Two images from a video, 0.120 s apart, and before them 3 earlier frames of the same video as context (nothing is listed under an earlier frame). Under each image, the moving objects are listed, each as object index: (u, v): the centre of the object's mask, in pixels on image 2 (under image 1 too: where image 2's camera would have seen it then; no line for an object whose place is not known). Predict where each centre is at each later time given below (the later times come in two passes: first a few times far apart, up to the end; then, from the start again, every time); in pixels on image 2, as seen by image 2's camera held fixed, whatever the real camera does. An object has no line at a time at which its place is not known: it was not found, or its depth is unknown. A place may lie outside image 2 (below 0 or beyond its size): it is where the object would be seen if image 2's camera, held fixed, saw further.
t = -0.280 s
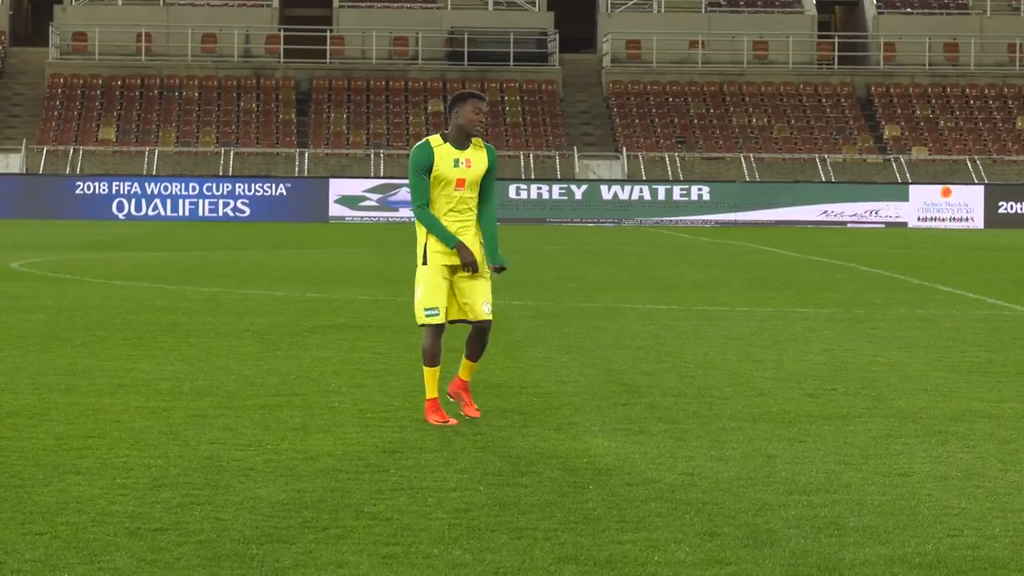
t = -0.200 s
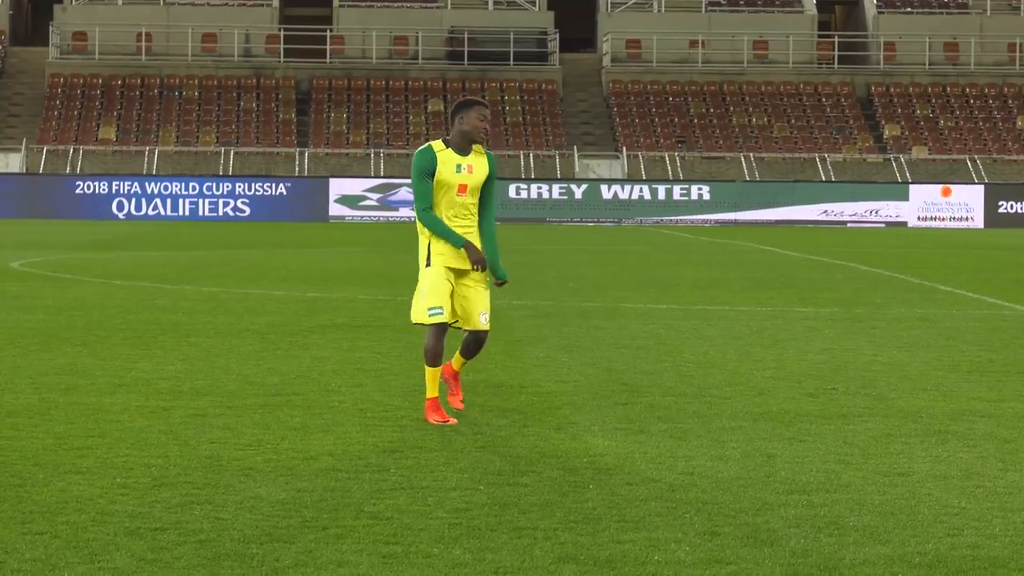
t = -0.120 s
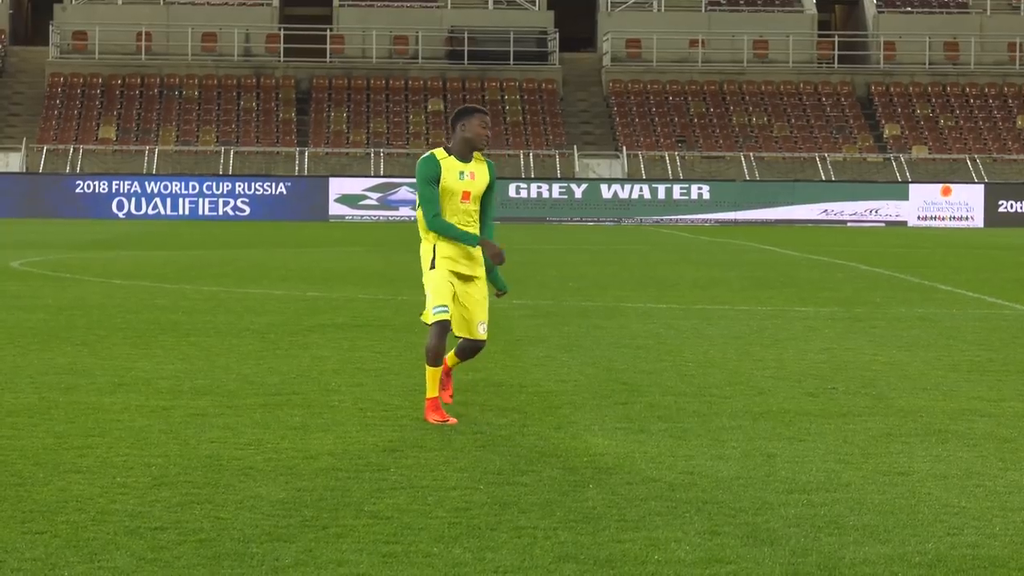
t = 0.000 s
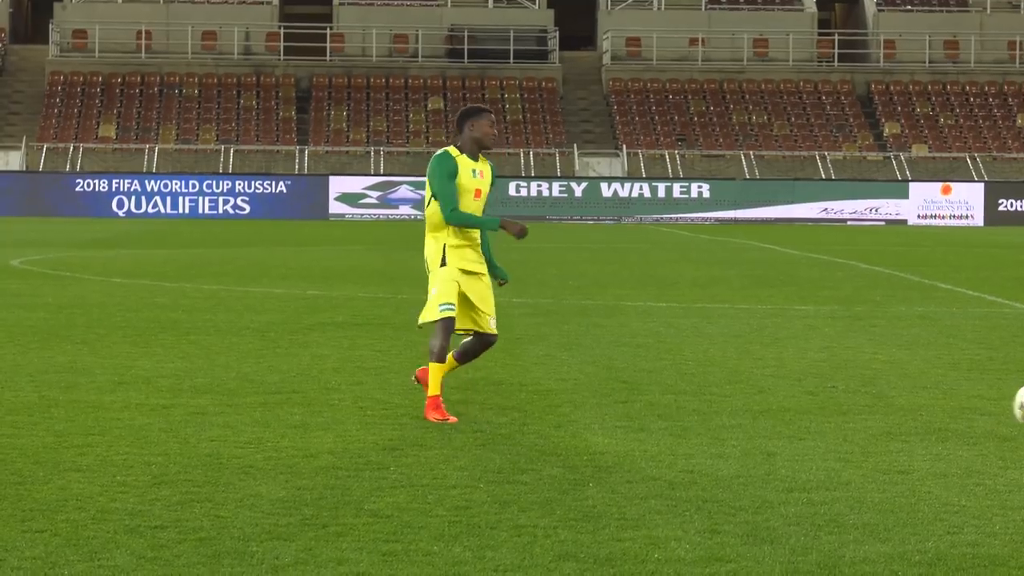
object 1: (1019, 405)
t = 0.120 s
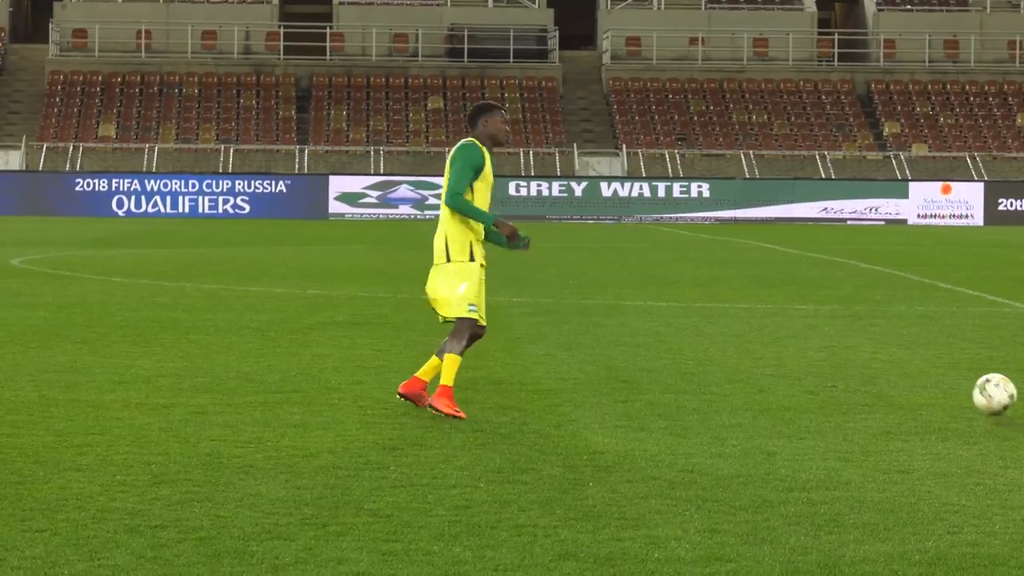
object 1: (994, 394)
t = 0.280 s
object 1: (953, 386)
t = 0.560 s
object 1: (919, 370)
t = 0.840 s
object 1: (894, 356)
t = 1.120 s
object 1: (871, 346)
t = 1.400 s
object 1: (850, 338)
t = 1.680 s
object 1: (832, 329)
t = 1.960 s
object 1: (815, 323)
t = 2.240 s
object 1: (798, 318)
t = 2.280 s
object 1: (796, 315)
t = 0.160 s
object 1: (984, 388)
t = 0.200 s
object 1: (973, 385)
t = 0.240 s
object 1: (963, 385)
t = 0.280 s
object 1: (953, 386)
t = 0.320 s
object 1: (947, 381)
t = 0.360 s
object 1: (941, 376)
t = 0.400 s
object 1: (934, 376)
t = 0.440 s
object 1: (929, 377)
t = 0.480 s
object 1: (925, 373)
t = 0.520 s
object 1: (922, 370)
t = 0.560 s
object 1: (919, 370)
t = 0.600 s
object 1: (915, 367)
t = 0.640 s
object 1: (911, 364)
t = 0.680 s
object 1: (908, 363)
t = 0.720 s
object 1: (905, 362)
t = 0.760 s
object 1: (901, 360)
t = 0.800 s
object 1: (898, 359)
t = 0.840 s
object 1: (894, 356)
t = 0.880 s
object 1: (891, 355)
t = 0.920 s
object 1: (887, 354)
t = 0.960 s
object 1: (884, 351)
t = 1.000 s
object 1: (880, 350)
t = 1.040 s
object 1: (877, 349)
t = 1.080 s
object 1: (874, 347)
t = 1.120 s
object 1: (871, 346)
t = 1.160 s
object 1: (868, 345)
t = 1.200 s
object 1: (864, 343)
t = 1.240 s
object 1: (862, 342)
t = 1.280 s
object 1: (859, 340)
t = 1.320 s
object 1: (856, 338)
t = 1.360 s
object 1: (853, 338)
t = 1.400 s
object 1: (850, 338)
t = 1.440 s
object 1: (848, 336)
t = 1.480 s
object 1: (845, 335)
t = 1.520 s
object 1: (843, 333)
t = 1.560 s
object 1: (840, 332)
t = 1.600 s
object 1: (837, 331)
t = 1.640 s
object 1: (835, 330)
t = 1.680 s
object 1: (832, 329)
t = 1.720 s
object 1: (830, 328)
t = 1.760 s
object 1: (827, 327)
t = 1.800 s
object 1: (825, 327)
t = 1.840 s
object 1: (822, 325)
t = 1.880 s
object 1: (820, 324)
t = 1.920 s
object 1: (817, 324)
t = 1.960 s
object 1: (815, 323)
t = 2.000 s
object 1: (813, 321)
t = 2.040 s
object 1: (810, 320)
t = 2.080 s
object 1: (807, 320)
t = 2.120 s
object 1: (805, 319)
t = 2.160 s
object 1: (803, 317)
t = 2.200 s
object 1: (801, 317)
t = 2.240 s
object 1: (798, 318)
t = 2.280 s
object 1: (796, 315)
